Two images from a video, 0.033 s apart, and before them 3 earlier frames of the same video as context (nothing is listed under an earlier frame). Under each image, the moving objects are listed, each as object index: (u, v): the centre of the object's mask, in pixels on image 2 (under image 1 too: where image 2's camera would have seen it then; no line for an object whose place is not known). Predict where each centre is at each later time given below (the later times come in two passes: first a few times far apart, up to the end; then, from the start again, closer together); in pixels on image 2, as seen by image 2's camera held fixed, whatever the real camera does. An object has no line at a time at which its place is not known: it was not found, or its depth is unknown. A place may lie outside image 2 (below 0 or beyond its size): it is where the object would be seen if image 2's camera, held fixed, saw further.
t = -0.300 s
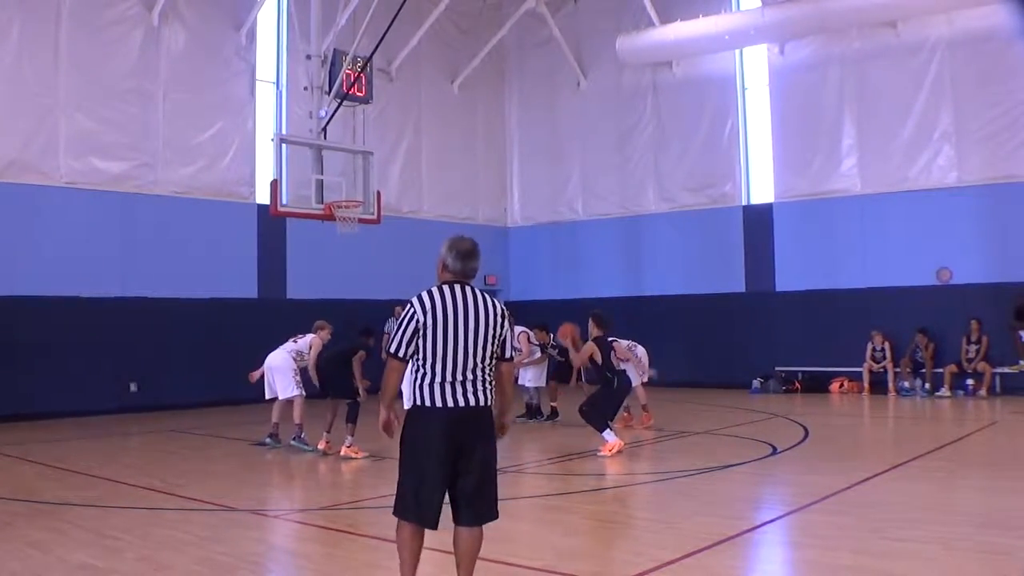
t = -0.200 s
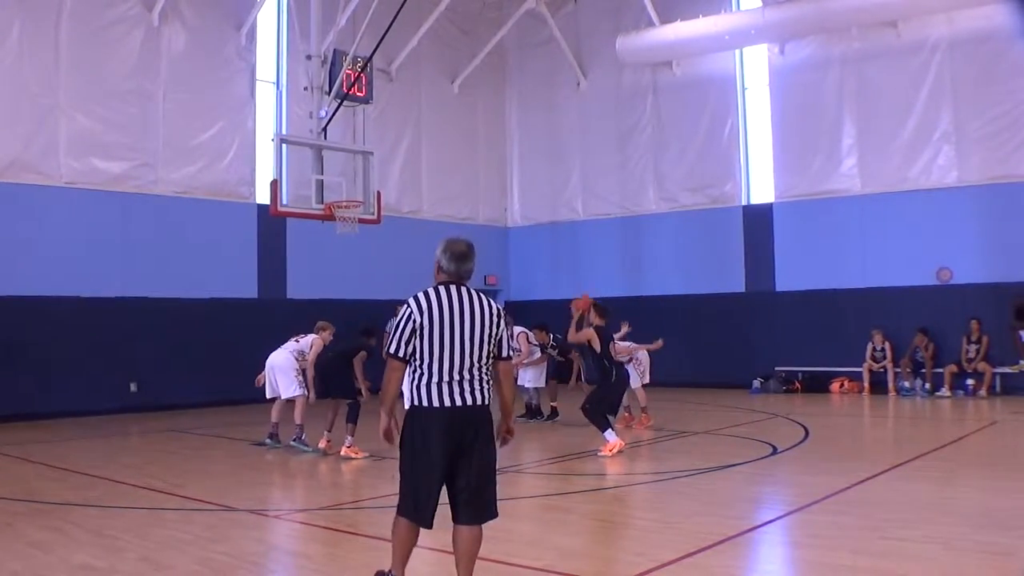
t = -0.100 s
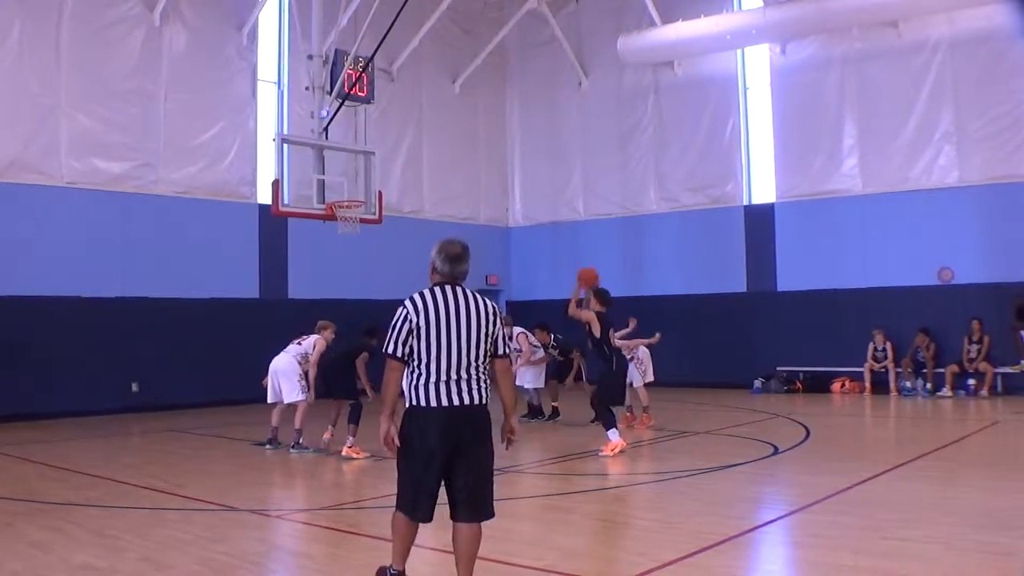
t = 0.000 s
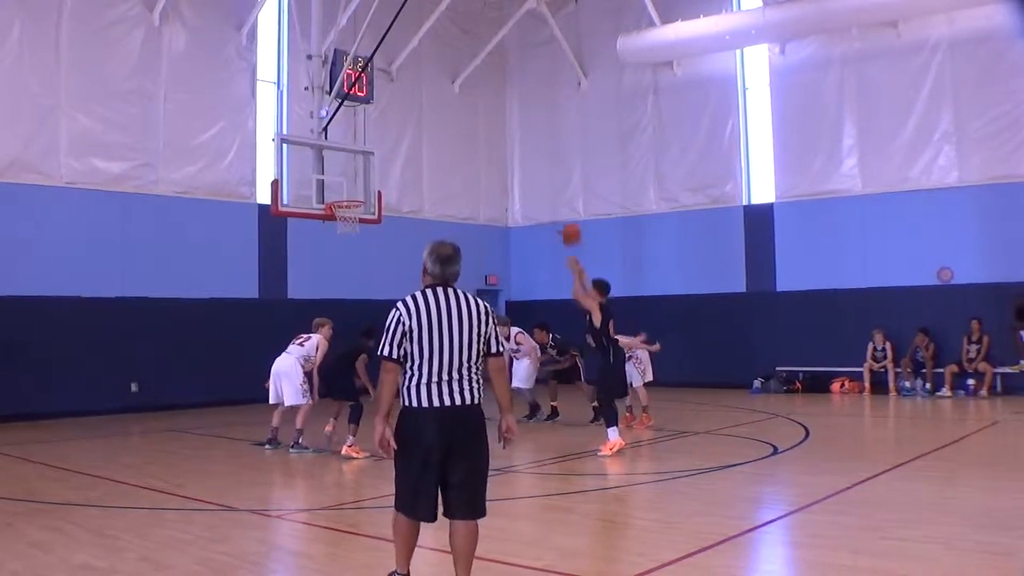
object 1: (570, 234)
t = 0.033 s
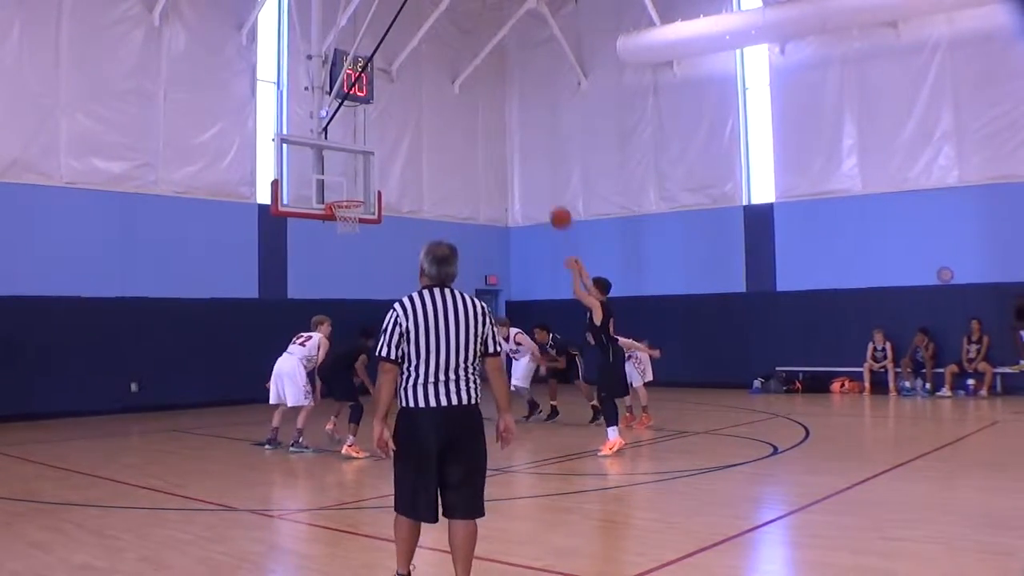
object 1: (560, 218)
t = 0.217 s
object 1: (508, 151)
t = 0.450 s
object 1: (450, 114)
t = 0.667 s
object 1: (403, 120)
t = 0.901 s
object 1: (358, 161)
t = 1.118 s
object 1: (339, 183)
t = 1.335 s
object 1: (353, 170)
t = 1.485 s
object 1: (363, 179)
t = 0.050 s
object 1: (556, 210)
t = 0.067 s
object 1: (551, 203)
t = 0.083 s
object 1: (546, 196)
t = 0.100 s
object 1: (541, 189)
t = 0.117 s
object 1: (536, 183)
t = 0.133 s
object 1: (531, 177)
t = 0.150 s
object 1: (527, 172)
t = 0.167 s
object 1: (522, 166)
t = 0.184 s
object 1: (517, 161)
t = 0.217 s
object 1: (508, 151)
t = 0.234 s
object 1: (504, 147)
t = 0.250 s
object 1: (499, 143)
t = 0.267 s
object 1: (494, 139)
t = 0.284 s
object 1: (491, 136)
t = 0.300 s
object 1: (486, 133)
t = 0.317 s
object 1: (482, 130)
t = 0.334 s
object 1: (478, 127)
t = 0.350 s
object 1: (473, 124)
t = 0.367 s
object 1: (469, 122)
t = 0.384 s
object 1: (465, 120)
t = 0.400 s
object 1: (461, 118)
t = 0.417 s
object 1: (457, 116)
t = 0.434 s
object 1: (454, 115)
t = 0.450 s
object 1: (450, 114)
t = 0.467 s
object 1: (446, 114)
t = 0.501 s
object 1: (439, 113)
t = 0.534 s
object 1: (431, 112)
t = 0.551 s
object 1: (427, 113)
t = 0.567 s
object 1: (424, 113)
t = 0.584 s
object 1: (420, 114)
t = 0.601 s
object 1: (417, 115)
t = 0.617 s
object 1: (413, 115)
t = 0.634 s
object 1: (410, 117)
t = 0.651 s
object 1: (406, 118)
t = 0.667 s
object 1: (403, 120)
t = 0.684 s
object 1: (399, 121)
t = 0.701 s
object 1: (396, 123)
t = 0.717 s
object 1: (393, 126)
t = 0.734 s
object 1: (389, 128)
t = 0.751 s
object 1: (386, 130)
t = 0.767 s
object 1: (383, 133)
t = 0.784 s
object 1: (379, 136)
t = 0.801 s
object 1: (377, 139)
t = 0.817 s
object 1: (373, 142)
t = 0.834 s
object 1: (371, 145)
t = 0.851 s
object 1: (367, 149)
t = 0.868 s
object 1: (365, 152)
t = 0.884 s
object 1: (363, 158)
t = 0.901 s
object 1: (358, 161)
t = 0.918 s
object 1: (354, 165)
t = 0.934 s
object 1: (352, 170)
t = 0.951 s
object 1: (349, 175)
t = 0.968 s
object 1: (346, 179)
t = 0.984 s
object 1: (343, 184)
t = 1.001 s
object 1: (340, 189)
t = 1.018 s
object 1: (337, 195)
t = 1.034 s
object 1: (336, 196)
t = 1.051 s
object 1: (337, 194)
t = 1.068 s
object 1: (337, 191)
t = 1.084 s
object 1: (338, 188)
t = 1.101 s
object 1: (338, 185)
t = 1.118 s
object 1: (339, 183)
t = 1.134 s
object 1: (341, 181)
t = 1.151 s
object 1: (341, 179)
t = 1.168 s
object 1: (343, 178)
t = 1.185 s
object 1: (344, 176)
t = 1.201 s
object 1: (345, 175)
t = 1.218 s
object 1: (346, 173)
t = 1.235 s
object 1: (347, 173)
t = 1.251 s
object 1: (348, 171)
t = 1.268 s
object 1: (349, 170)
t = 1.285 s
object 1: (350, 170)
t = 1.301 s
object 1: (351, 170)
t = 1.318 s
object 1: (352, 170)
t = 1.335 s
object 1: (353, 170)
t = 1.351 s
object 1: (354, 170)
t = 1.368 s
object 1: (355, 170)
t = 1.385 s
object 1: (356, 171)
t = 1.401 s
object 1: (357, 172)
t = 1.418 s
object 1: (358, 173)
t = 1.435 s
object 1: (360, 174)
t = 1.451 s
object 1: (361, 176)
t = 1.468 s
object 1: (362, 178)
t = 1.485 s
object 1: (363, 179)
